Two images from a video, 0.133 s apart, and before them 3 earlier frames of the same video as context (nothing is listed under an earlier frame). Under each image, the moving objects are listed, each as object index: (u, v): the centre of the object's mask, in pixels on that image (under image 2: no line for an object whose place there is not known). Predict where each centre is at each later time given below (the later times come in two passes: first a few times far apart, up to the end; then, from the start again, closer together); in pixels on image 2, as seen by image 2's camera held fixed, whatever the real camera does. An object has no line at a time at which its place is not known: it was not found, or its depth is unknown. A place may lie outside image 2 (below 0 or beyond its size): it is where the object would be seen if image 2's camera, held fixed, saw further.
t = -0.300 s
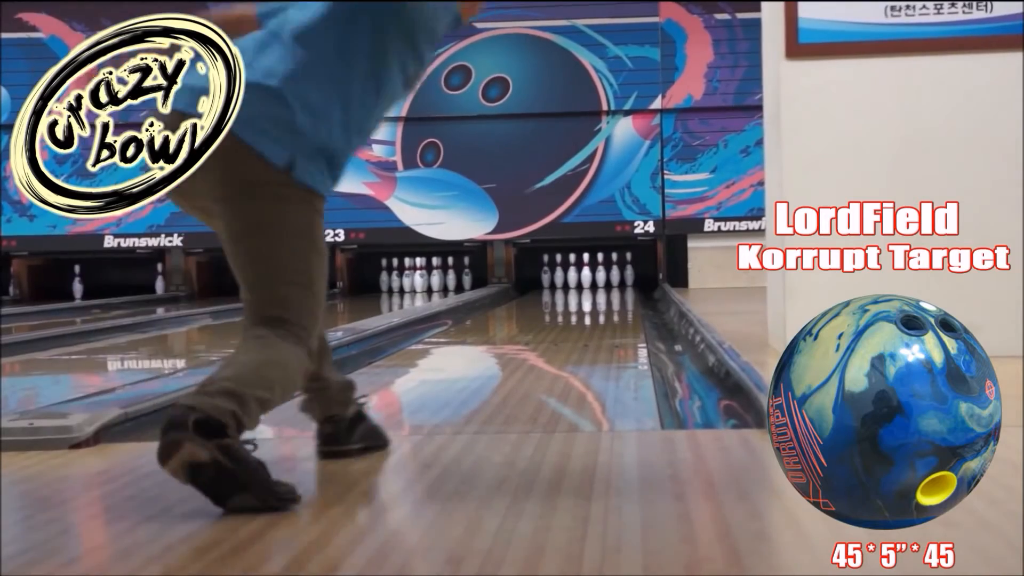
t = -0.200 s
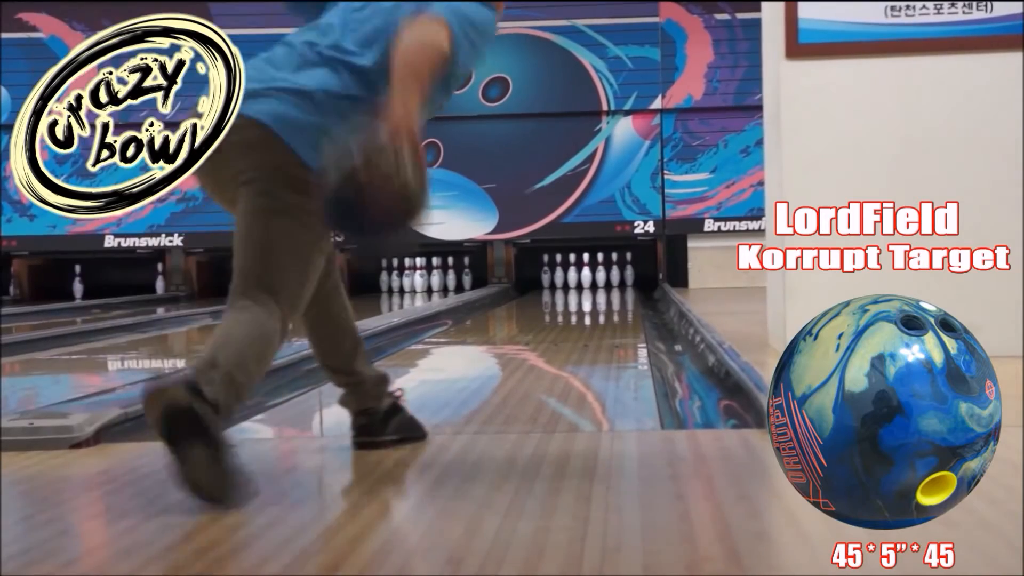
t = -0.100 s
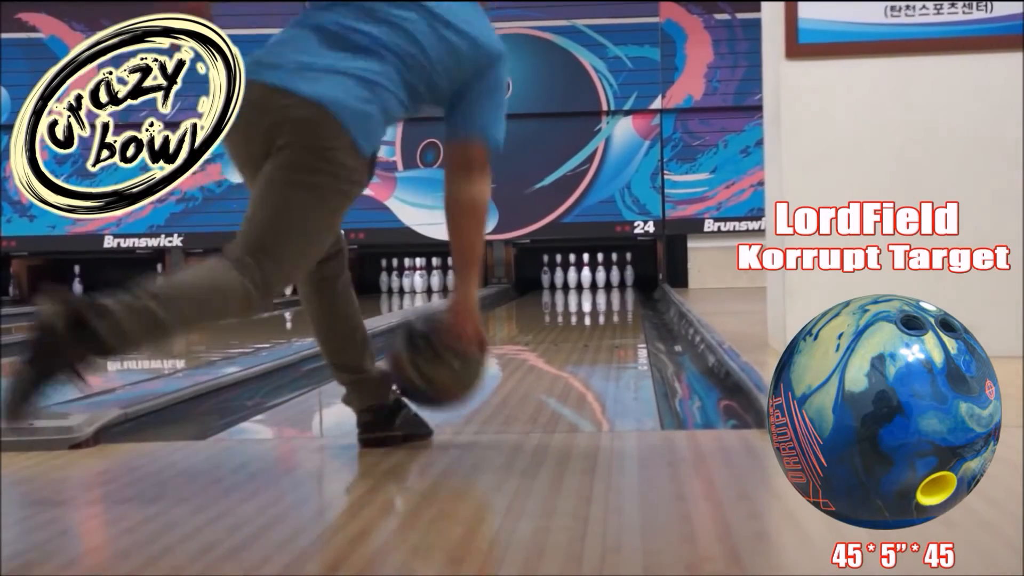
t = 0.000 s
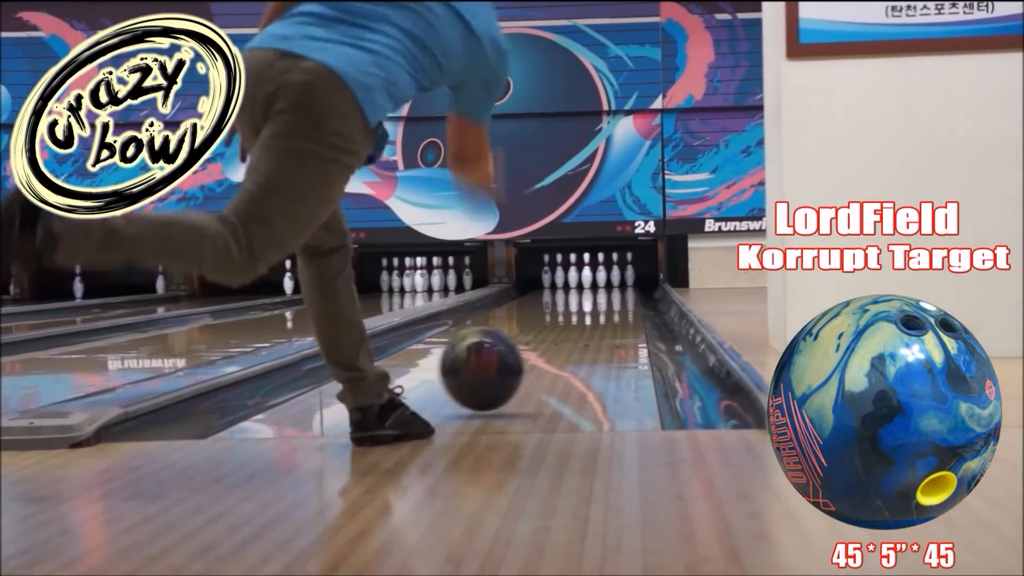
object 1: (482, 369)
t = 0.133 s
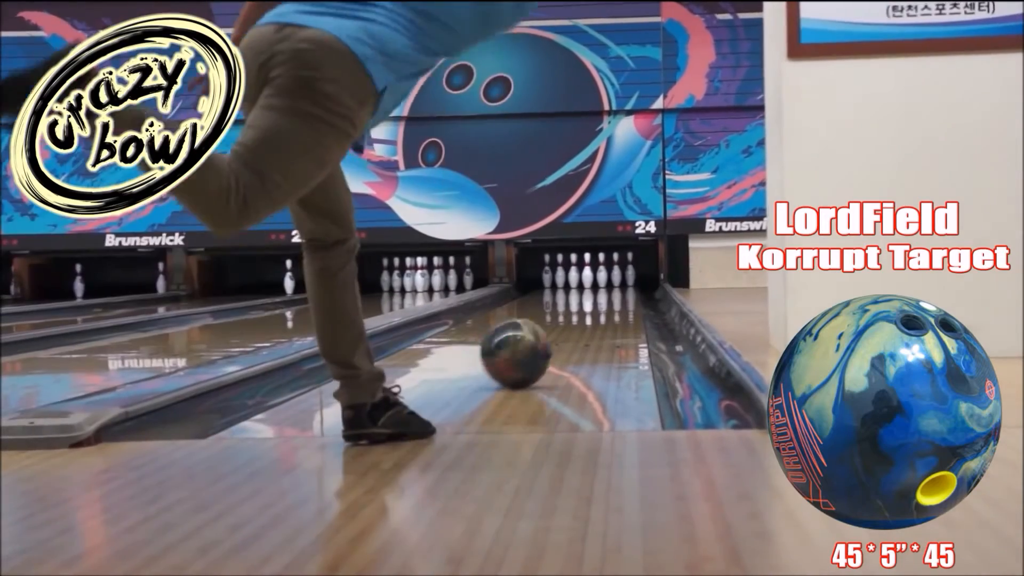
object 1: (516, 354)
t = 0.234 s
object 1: (535, 342)
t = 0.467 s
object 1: (566, 322)
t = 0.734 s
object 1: (586, 308)
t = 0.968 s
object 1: (597, 300)
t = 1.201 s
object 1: (605, 294)
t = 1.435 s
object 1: (609, 289)
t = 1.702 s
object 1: (612, 285)
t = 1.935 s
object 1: (610, 282)
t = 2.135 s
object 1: (603, 280)
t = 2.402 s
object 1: (594, 279)
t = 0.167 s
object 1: (523, 349)
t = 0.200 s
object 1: (529, 345)
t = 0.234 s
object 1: (535, 342)
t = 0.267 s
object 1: (539, 339)
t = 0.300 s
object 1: (545, 335)
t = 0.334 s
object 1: (550, 332)
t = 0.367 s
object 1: (554, 330)
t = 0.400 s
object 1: (559, 327)
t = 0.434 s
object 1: (561, 325)
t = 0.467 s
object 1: (566, 322)
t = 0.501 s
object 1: (569, 320)
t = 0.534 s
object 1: (572, 318)
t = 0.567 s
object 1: (575, 316)
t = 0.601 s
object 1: (577, 314)
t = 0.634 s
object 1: (579, 312)
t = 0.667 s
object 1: (582, 311)
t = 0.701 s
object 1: (585, 310)
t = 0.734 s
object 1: (586, 308)
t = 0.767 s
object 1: (588, 307)
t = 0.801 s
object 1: (590, 306)
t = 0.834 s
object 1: (592, 305)
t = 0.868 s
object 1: (593, 304)
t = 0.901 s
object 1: (595, 302)
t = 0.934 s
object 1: (596, 301)
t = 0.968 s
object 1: (597, 300)
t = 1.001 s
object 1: (599, 299)
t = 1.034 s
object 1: (599, 299)
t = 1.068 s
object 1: (601, 298)
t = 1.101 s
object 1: (601, 297)
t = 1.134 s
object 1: (603, 296)
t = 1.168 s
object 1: (604, 295)
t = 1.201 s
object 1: (605, 294)
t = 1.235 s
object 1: (606, 293)
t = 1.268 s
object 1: (606, 293)
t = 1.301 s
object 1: (606, 292)
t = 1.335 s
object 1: (607, 291)
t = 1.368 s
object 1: (608, 291)
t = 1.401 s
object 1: (608, 290)
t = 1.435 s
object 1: (609, 289)
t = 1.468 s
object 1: (610, 289)
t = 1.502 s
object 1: (610, 288)
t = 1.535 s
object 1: (611, 287)
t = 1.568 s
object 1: (611, 287)
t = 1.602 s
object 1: (611, 286)
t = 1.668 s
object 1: (611, 286)
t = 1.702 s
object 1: (612, 285)
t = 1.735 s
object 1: (612, 285)
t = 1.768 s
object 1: (612, 284)
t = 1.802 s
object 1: (612, 284)
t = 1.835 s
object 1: (611, 283)
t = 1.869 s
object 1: (611, 283)
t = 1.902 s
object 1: (610, 282)
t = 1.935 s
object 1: (610, 282)
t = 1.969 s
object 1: (609, 282)
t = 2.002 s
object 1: (608, 281)
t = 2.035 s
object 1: (607, 280)
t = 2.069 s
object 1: (606, 280)
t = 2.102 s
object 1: (605, 280)
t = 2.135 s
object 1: (603, 280)
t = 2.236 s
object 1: (601, 280)
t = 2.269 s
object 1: (598, 279)
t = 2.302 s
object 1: (595, 278)
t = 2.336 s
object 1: (593, 278)
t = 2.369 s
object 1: (593, 279)
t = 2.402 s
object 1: (594, 279)
